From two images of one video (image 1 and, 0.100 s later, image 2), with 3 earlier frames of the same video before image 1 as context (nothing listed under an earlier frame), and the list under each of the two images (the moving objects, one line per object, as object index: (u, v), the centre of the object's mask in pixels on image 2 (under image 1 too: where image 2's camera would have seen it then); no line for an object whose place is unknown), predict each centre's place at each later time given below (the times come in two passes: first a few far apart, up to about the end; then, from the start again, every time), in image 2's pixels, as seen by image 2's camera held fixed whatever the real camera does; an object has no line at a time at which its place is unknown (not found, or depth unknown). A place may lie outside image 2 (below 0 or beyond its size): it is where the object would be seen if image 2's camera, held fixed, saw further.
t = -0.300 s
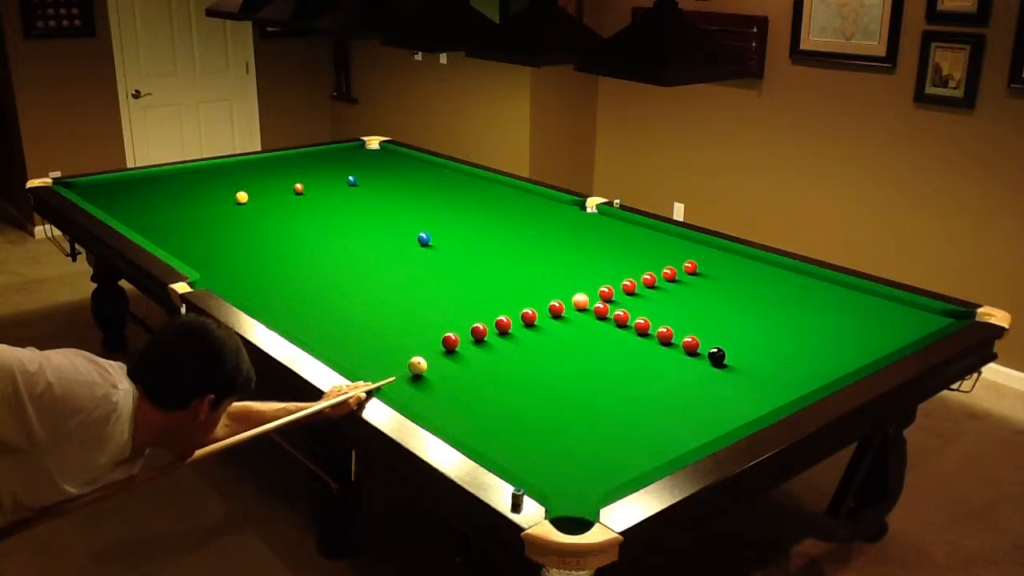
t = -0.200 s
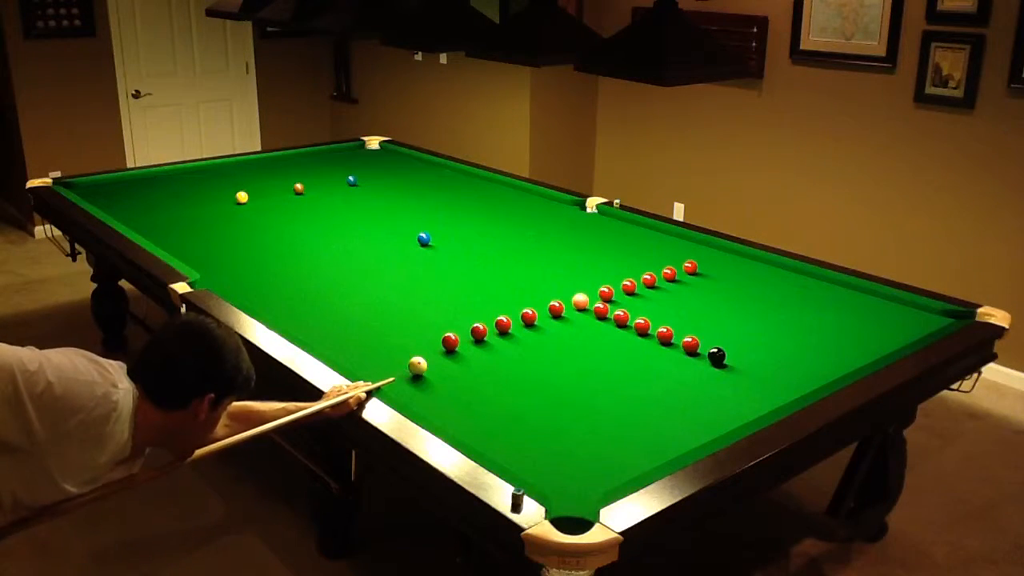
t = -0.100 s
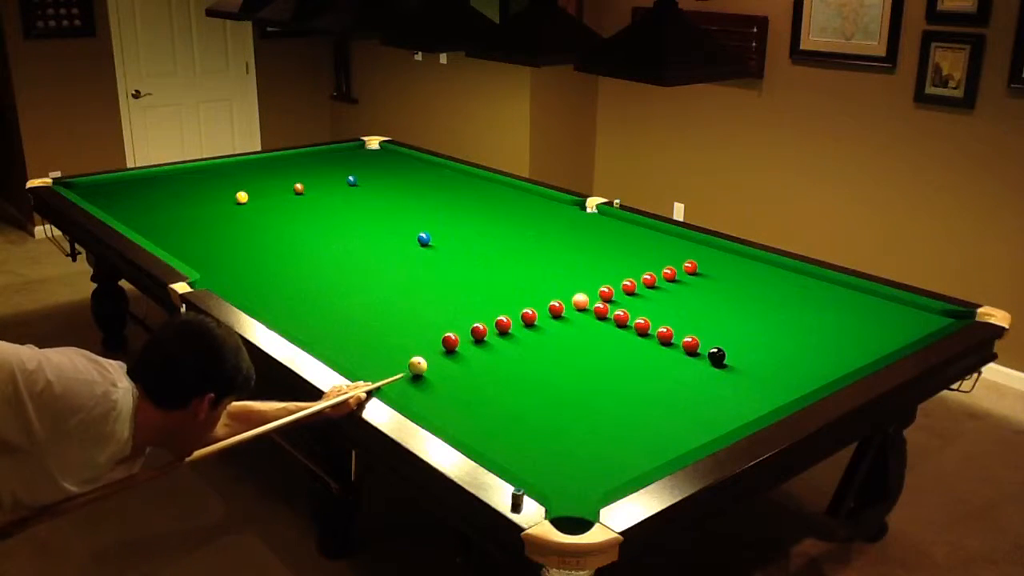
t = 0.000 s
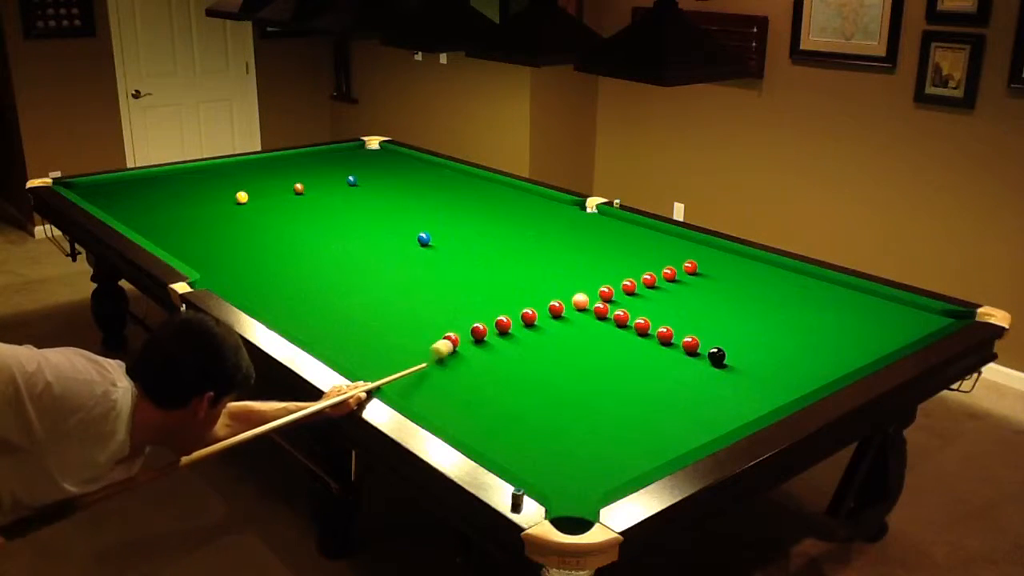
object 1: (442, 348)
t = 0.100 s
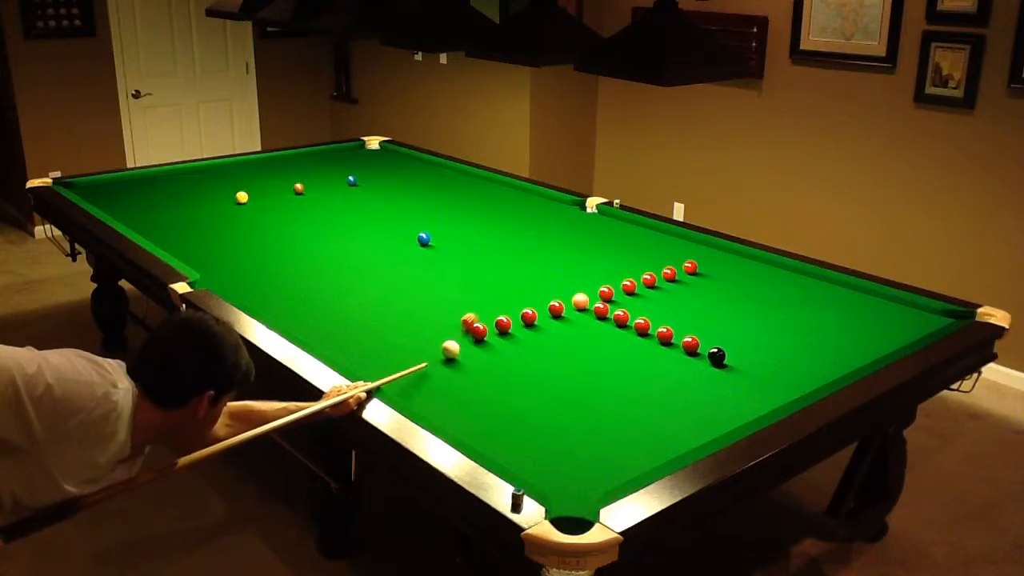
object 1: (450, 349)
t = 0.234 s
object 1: (457, 352)
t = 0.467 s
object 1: (468, 356)
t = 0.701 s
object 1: (478, 359)
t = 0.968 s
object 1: (488, 363)
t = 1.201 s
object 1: (494, 366)
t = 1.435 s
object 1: (500, 368)
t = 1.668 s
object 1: (504, 370)
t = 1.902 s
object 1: (507, 371)
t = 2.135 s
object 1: (507, 371)
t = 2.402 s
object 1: (507, 371)
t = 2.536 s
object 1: (507, 371)
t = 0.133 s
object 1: (452, 350)
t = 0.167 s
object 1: (454, 350)
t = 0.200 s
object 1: (455, 351)
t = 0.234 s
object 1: (457, 352)
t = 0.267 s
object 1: (459, 352)
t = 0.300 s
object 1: (460, 353)
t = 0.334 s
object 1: (462, 353)
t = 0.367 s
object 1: (464, 354)
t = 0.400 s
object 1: (465, 355)
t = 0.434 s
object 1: (467, 355)
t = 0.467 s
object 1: (468, 356)
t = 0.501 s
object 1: (470, 356)
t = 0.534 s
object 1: (471, 357)
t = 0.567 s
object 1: (473, 357)
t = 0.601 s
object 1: (474, 358)
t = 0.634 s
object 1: (475, 358)
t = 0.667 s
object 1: (477, 359)
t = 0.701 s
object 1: (478, 359)
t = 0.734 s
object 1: (480, 360)
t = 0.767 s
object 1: (481, 361)
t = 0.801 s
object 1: (482, 361)
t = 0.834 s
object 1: (483, 361)
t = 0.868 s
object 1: (485, 362)
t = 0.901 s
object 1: (486, 362)
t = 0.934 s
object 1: (487, 363)
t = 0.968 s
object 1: (488, 363)
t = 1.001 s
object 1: (489, 364)
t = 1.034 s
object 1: (490, 364)
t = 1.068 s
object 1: (491, 364)
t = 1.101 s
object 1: (492, 365)
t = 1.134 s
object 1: (493, 365)
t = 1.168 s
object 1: (493, 365)
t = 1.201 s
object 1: (494, 366)
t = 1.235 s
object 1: (495, 366)
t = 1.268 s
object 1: (496, 366)
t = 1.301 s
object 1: (497, 367)
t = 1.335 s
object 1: (497, 367)
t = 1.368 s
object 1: (498, 367)
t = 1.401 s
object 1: (499, 368)
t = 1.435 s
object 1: (500, 368)
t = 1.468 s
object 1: (501, 369)
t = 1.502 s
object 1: (501, 369)
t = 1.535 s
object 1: (502, 369)
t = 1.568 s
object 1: (502, 369)
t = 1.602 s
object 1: (503, 369)
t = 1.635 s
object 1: (503, 369)
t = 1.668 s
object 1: (504, 370)
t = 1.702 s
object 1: (505, 370)
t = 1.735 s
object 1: (505, 370)
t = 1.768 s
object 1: (505, 370)
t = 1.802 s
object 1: (506, 370)
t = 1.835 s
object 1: (506, 370)
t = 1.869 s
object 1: (506, 371)
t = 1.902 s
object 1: (507, 371)
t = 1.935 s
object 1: (507, 371)
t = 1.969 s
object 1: (507, 371)
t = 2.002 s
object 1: (507, 371)
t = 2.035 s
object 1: (507, 371)
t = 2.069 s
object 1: (507, 371)
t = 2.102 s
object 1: (507, 371)
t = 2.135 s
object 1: (507, 371)
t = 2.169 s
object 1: (507, 371)
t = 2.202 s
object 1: (507, 371)
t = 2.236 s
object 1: (507, 371)
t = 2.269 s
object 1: (507, 371)
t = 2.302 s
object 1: (507, 371)
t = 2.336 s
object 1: (507, 371)
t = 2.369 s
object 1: (507, 371)
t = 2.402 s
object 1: (507, 371)
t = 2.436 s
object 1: (507, 371)
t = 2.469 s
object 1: (507, 371)
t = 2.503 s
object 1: (507, 371)
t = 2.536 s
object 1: (507, 371)
